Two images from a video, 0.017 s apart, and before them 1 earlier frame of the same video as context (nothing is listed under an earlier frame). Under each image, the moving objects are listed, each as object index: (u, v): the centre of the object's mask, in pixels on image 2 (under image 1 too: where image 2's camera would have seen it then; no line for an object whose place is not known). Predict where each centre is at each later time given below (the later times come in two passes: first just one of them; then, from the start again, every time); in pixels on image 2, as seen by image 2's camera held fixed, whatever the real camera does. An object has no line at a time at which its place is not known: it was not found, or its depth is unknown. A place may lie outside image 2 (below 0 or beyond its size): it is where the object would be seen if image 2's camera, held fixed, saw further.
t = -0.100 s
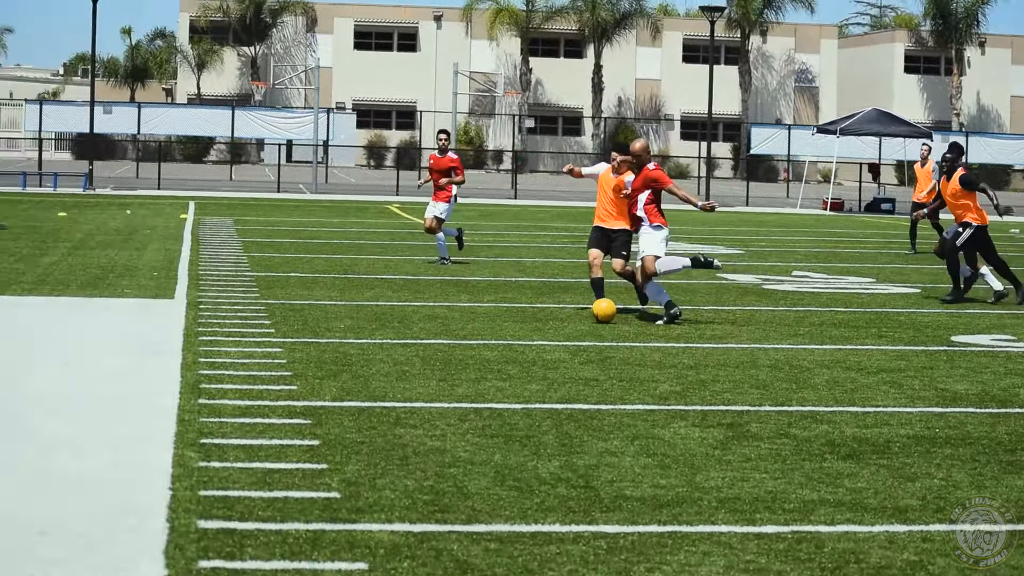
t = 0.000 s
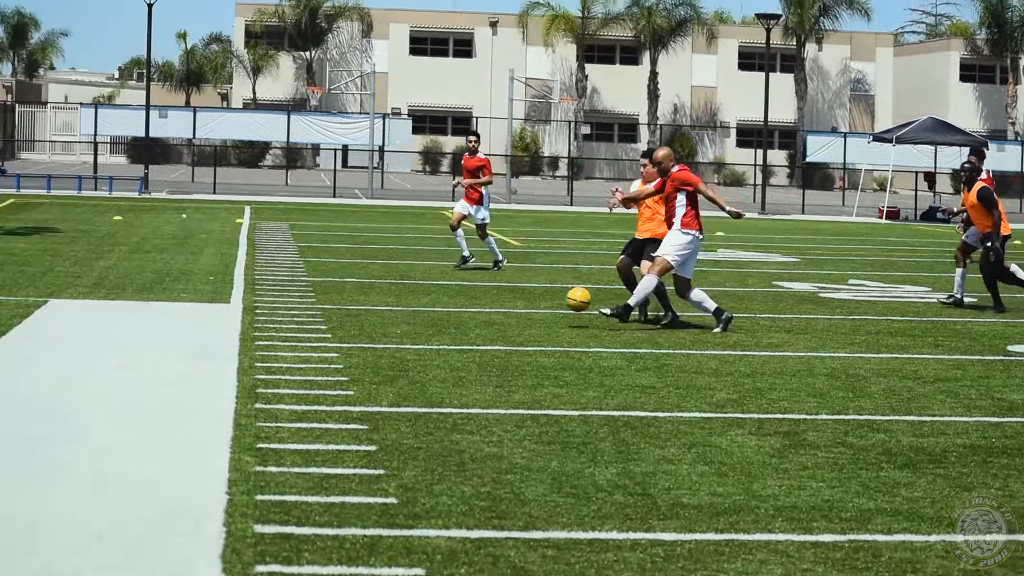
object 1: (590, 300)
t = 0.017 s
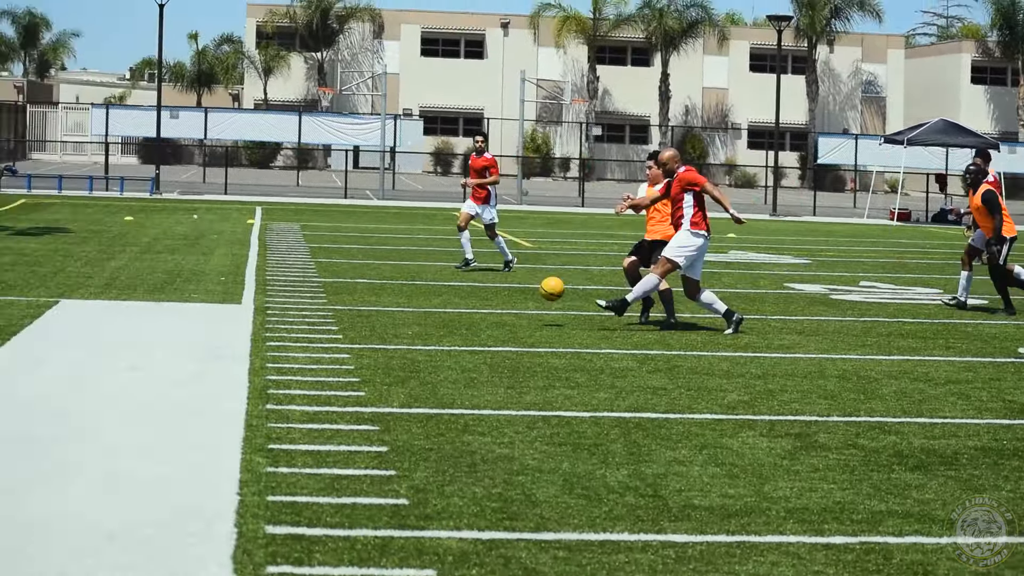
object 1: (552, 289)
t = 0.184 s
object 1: (224, 183)
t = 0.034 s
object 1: (516, 277)
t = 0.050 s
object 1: (480, 266)
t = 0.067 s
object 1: (445, 255)
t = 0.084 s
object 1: (411, 244)
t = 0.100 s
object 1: (378, 233)
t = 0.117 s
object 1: (346, 223)
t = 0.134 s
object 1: (314, 213)
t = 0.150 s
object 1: (283, 202)
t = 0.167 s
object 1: (253, 192)
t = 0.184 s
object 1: (224, 183)
